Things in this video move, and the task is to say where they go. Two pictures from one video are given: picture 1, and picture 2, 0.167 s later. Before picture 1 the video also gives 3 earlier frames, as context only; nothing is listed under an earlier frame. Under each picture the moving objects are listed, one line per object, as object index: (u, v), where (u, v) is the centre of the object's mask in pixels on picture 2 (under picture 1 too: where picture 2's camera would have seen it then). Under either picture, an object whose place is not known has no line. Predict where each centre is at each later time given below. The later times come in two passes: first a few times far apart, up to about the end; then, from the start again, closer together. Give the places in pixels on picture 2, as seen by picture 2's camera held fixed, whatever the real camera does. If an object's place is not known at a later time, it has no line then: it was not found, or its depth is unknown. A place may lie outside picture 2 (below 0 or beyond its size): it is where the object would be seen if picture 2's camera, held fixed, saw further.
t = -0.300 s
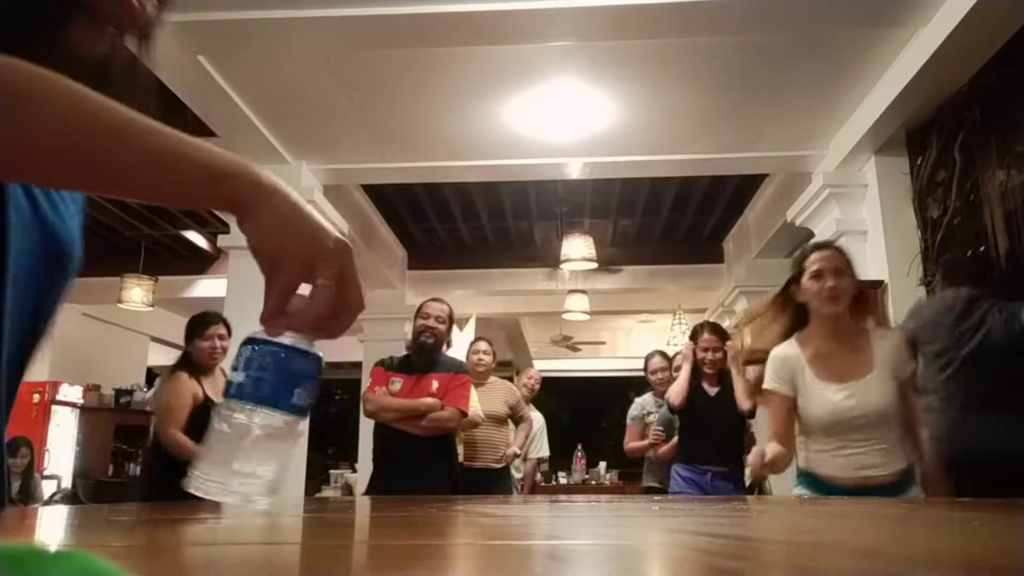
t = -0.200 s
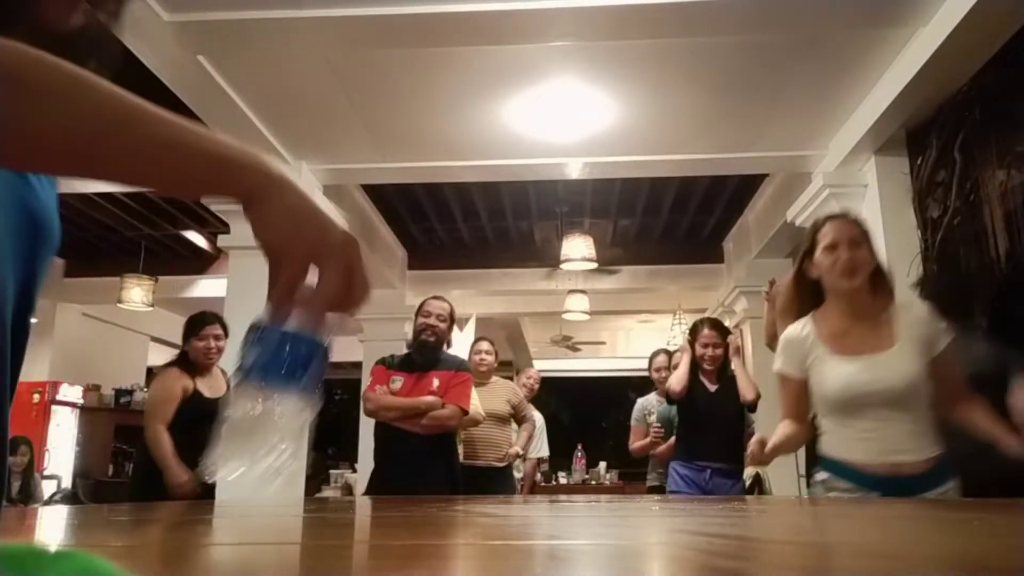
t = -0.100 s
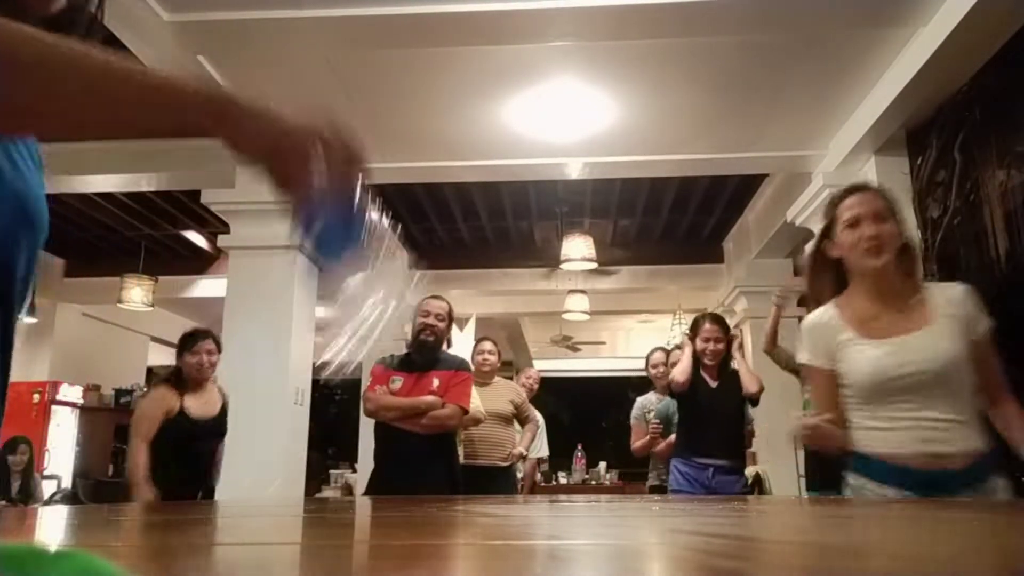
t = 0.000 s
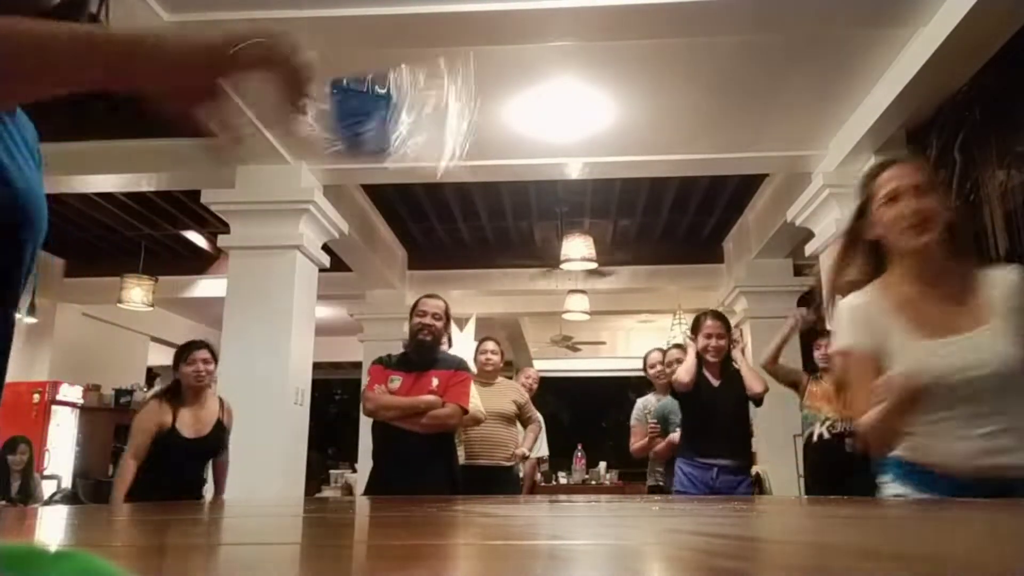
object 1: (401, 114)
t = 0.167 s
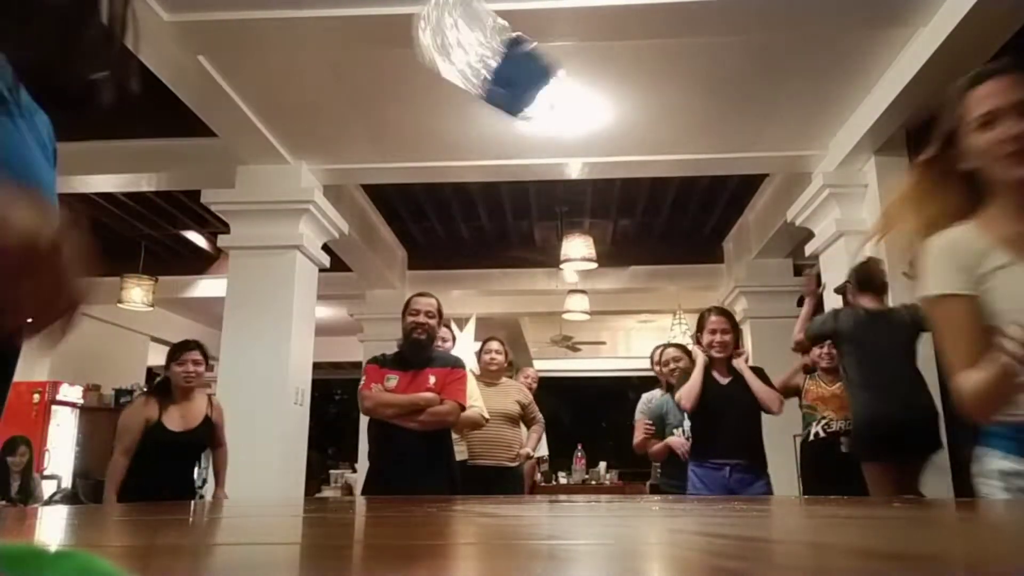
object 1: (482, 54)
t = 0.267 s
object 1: (512, 147)
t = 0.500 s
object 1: (586, 433)
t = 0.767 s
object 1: (635, 465)
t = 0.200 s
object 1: (498, 71)
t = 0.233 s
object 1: (509, 95)
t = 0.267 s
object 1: (512, 147)
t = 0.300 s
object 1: (517, 220)
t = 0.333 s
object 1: (531, 288)
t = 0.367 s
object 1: (549, 378)
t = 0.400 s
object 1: (560, 423)
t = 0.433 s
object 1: (570, 427)
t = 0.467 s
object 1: (579, 428)
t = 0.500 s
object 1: (586, 433)
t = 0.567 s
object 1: (601, 449)
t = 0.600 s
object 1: (615, 463)
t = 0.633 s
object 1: (621, 464)
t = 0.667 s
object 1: (625, 465)
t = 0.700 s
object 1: (627, 465)
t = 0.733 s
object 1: (631, 465)
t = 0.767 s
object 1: (635, 465)
